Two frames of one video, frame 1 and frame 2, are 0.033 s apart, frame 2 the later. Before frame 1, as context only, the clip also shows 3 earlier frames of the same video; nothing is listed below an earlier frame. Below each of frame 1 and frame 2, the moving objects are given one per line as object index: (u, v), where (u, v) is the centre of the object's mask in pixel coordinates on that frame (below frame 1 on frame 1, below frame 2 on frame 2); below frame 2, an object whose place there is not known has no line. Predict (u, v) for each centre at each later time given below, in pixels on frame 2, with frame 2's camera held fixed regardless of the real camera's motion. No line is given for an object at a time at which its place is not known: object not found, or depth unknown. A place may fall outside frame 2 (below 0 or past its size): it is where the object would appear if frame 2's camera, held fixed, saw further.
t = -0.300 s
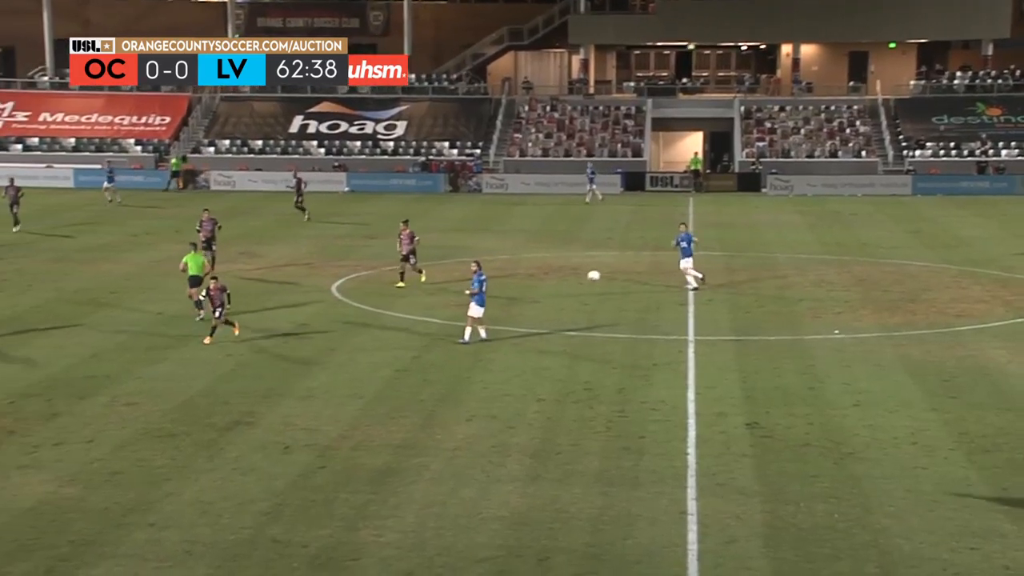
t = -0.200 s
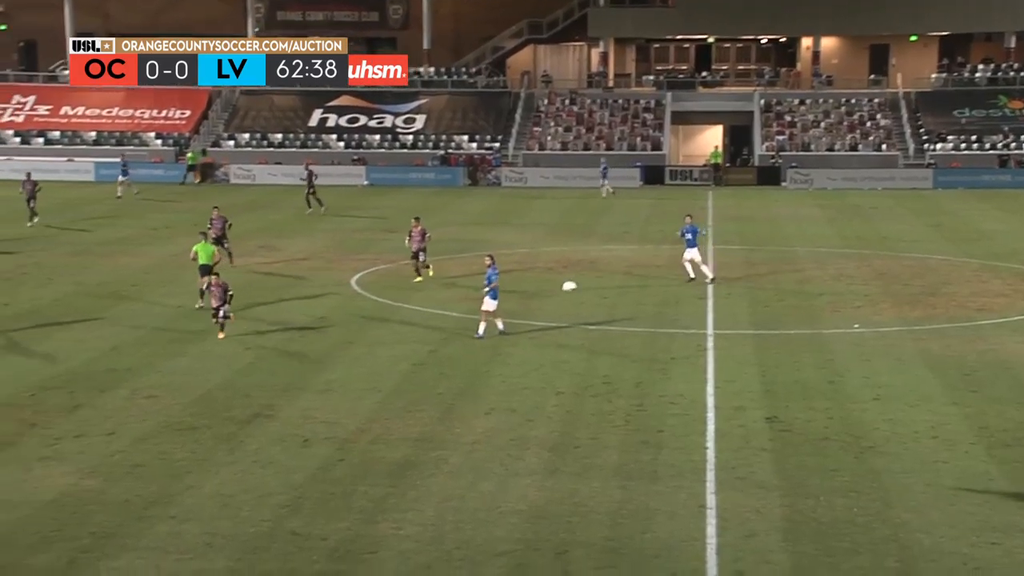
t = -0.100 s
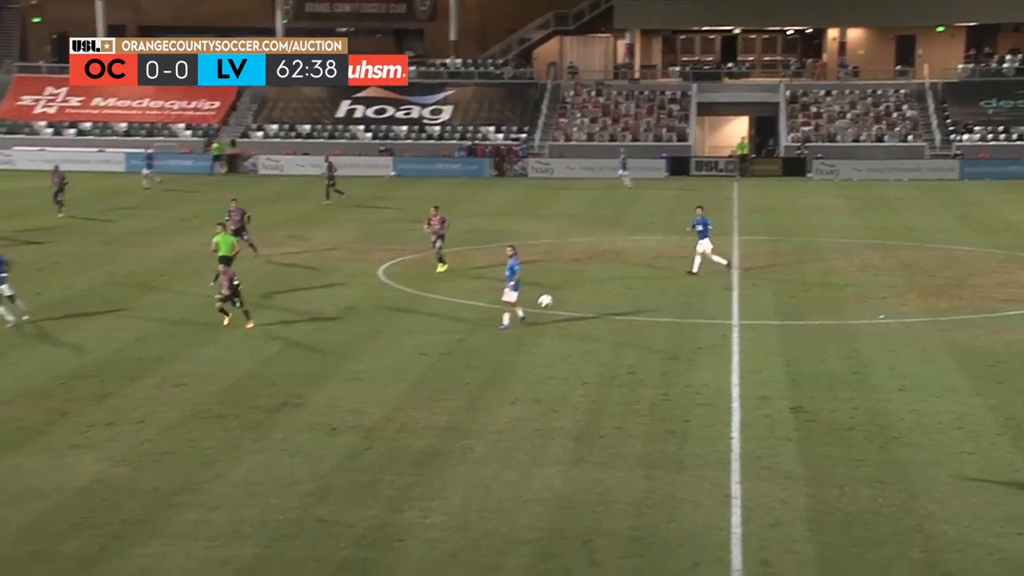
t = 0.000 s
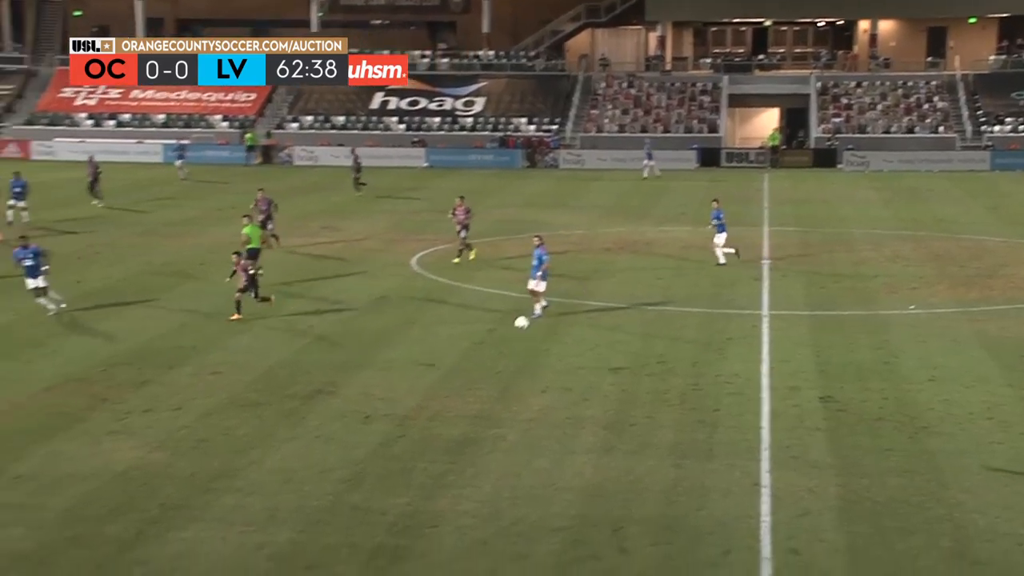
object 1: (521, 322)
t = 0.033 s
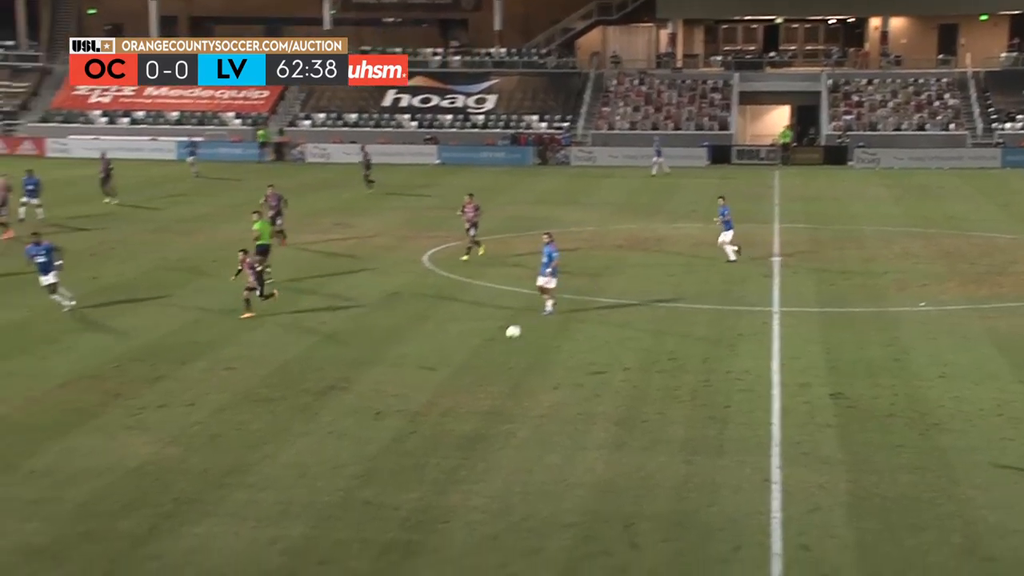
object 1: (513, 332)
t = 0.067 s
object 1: (494, 344)
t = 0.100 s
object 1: (473, 358)
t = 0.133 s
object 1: (452, 375)
